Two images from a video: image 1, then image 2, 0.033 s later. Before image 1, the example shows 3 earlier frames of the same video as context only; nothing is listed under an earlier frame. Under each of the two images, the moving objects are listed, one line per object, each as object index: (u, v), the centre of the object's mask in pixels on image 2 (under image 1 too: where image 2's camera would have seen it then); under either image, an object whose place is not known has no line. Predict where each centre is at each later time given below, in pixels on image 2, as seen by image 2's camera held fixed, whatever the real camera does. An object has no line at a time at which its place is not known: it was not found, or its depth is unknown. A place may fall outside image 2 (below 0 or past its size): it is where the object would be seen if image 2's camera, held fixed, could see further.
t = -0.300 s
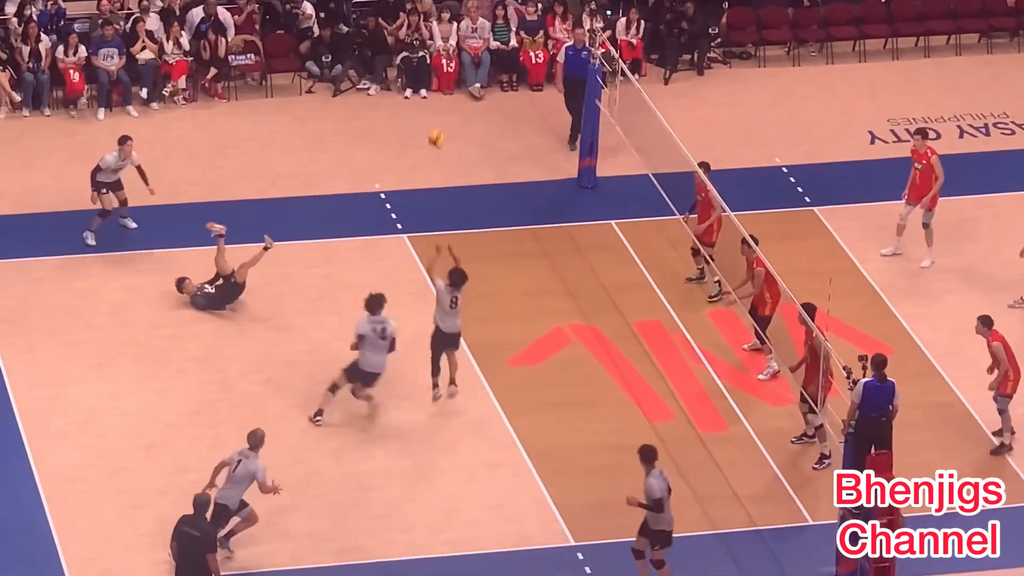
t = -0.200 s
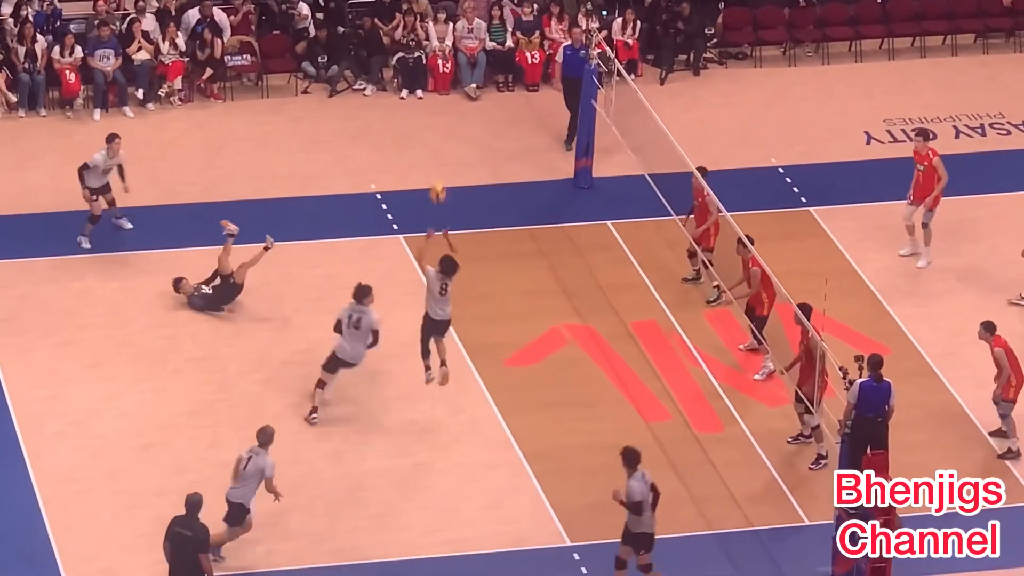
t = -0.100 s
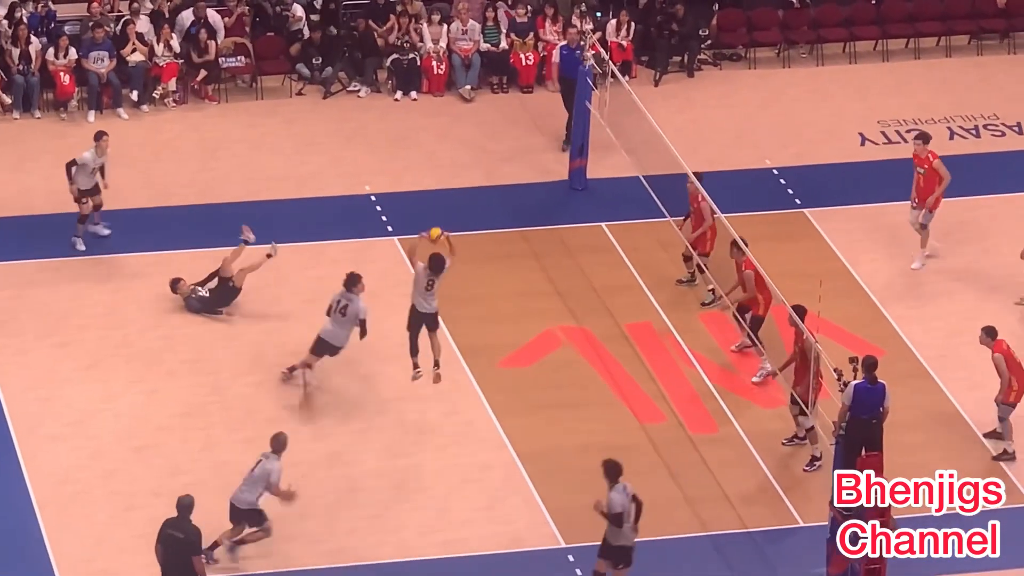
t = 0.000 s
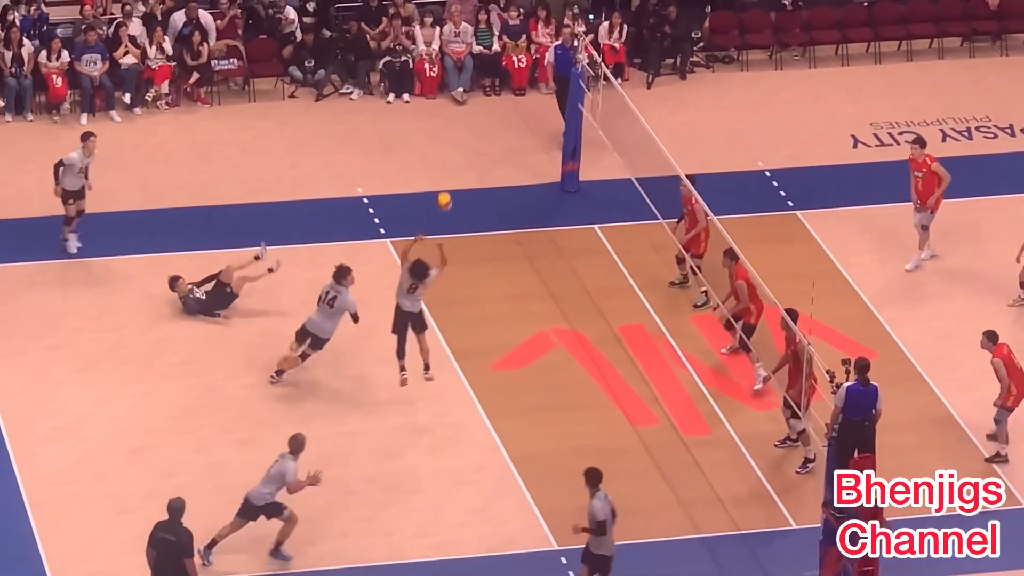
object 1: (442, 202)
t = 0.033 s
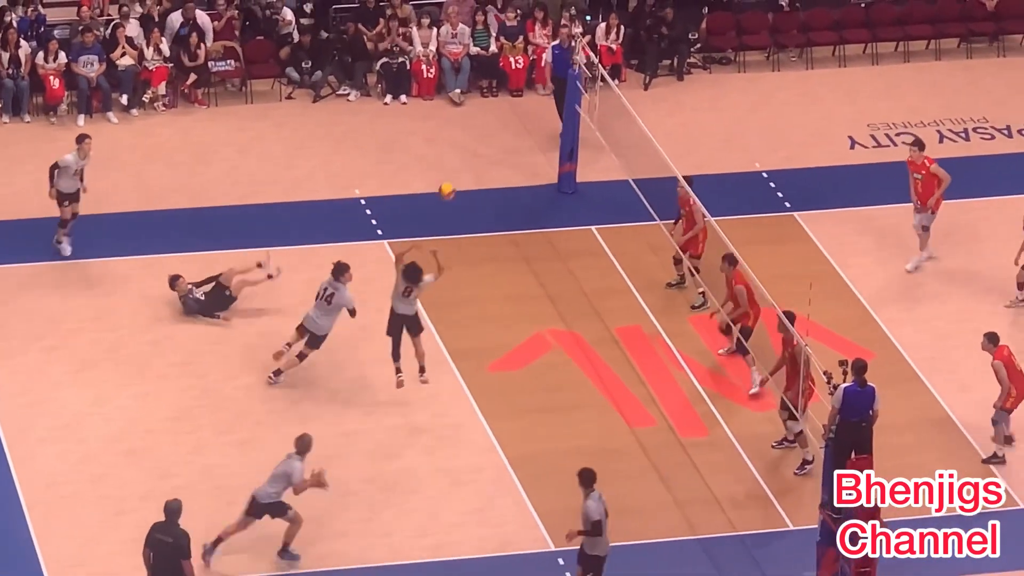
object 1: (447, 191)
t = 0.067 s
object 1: (451, 179)
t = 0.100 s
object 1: (456, 169)
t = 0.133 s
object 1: (461, 160)
